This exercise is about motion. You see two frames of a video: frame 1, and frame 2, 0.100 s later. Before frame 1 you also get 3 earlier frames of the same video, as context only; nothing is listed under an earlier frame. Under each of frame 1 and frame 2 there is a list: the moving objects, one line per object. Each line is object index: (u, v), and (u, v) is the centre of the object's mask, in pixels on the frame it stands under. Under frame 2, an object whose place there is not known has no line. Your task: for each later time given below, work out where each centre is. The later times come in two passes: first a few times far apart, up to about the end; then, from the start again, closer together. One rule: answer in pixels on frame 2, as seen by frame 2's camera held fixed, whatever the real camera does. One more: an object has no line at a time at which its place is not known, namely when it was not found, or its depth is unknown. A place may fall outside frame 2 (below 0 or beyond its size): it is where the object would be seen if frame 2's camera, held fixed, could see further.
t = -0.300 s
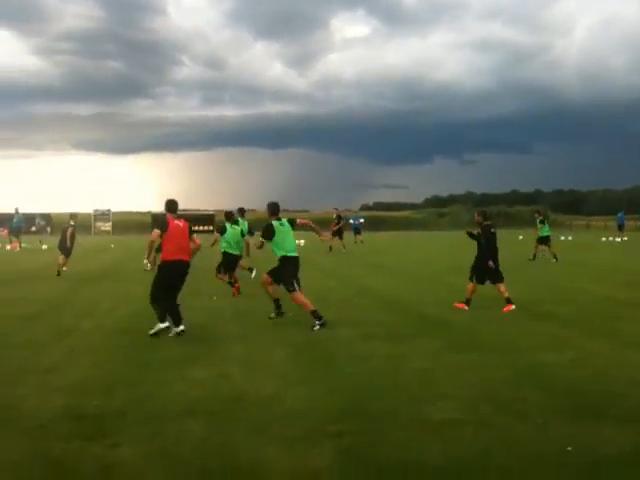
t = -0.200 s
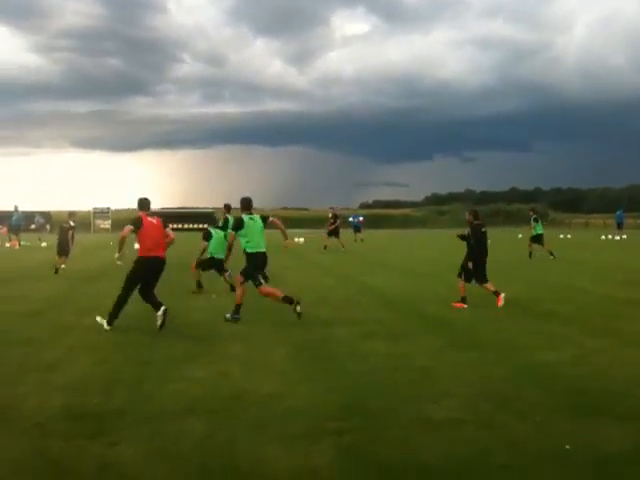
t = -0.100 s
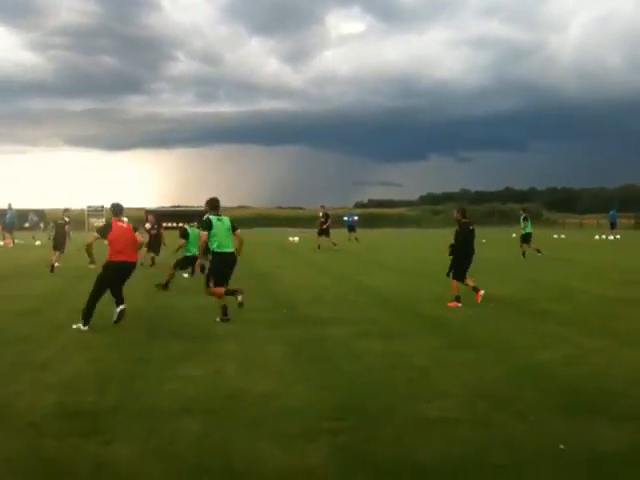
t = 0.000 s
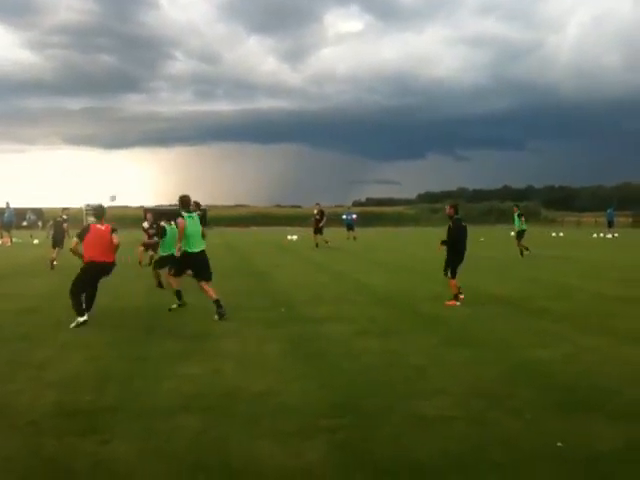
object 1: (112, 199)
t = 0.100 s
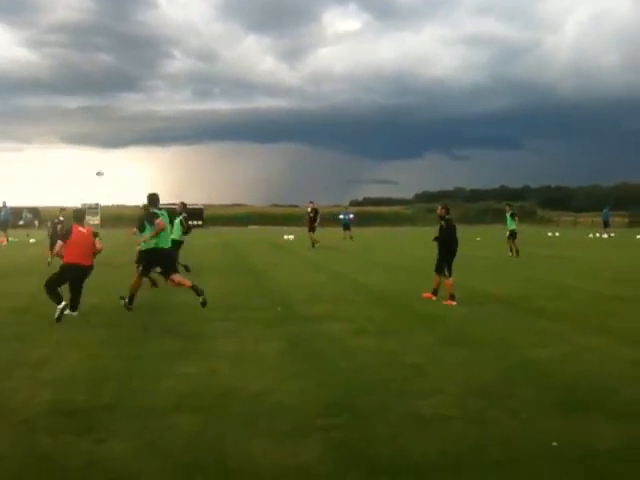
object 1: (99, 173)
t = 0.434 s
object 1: (60, 93)
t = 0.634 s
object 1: (28, 51)
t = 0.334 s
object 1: (74, 115)
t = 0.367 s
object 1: (70, 107)
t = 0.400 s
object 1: (65, 100)
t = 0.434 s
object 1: (60, 93)
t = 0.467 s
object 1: (55, 85)
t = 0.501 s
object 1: (50, 78)
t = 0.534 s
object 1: (45, 72)
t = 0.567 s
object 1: (40, 65)
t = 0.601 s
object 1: (34, 58)
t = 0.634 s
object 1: (28, 51)
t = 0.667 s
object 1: (22, 44)
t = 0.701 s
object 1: (16, 38)
